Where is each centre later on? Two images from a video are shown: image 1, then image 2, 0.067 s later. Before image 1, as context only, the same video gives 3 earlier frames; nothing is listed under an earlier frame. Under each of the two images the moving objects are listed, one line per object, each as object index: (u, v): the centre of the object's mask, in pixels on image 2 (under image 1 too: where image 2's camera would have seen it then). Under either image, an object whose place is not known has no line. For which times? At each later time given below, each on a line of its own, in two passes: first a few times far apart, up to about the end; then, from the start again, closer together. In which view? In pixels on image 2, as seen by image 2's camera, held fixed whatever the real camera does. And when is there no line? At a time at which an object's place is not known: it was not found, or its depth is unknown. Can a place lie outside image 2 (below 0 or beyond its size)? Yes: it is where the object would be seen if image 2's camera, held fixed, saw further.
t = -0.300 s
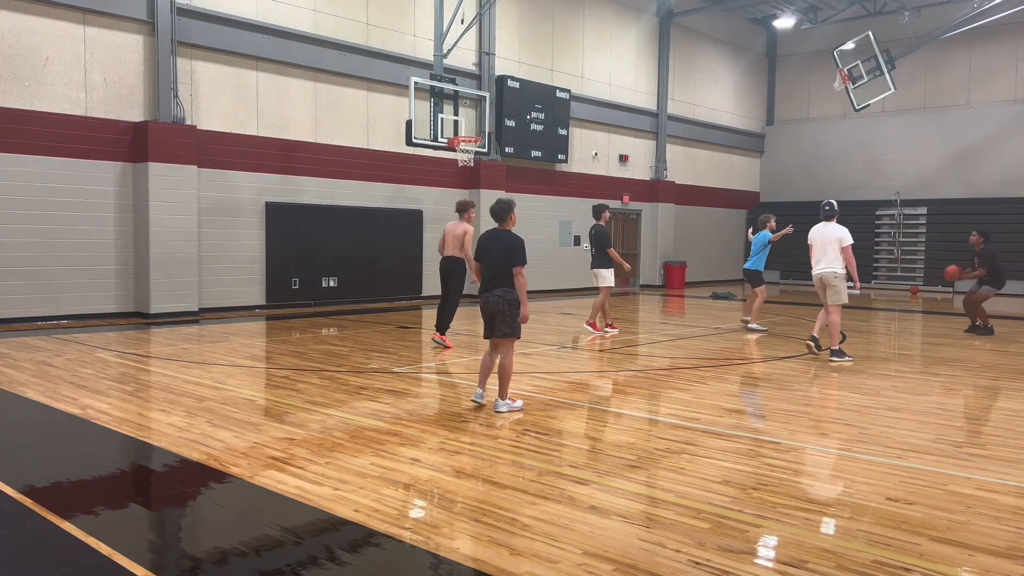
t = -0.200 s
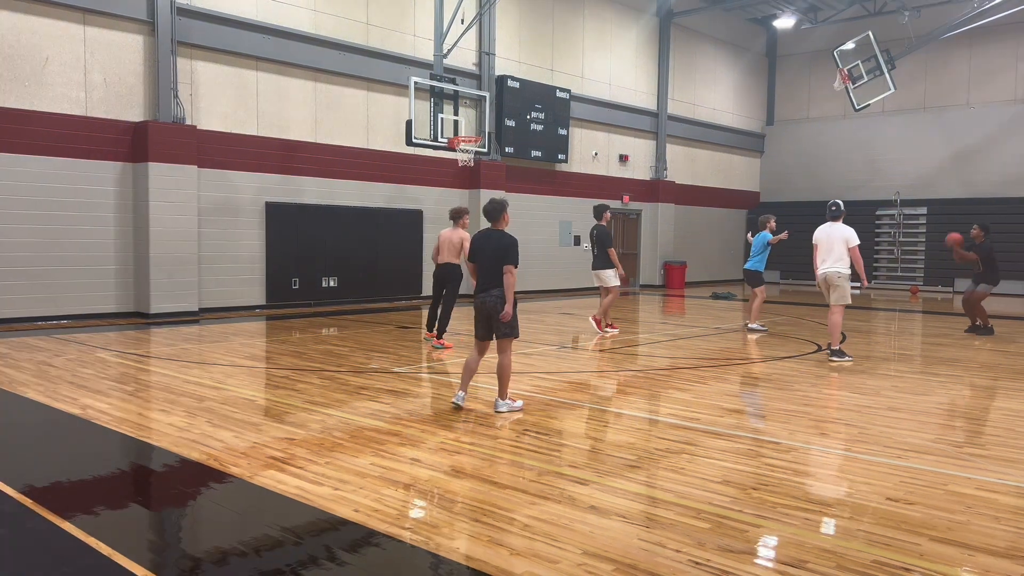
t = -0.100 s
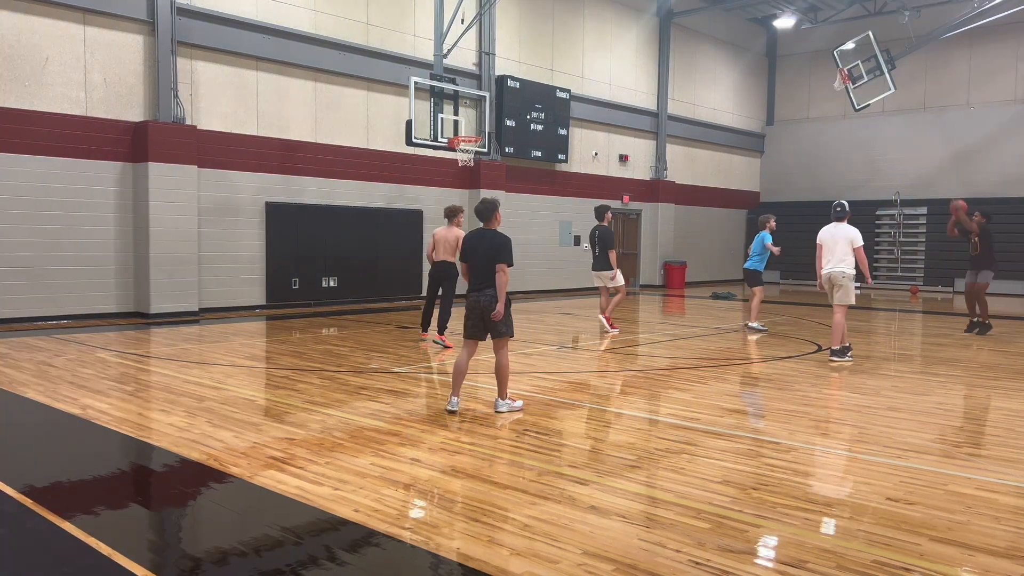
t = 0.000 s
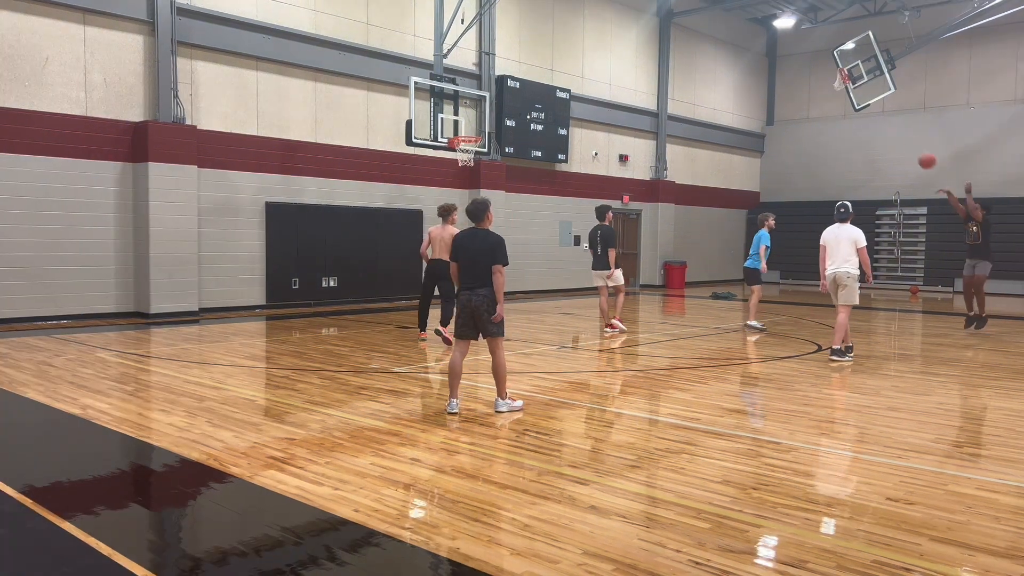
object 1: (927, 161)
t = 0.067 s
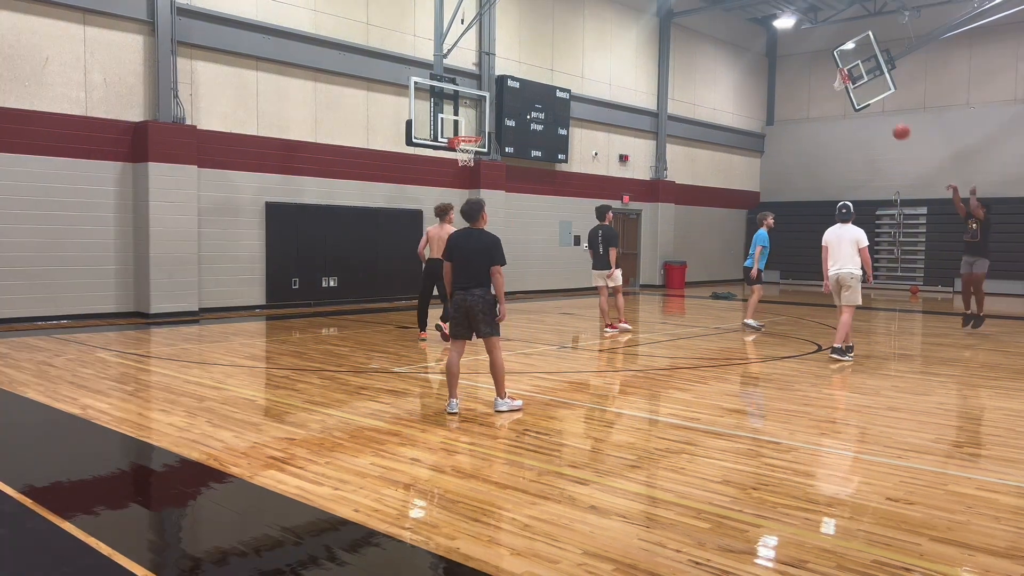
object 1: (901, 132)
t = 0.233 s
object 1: (837, 72)
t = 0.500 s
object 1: (741, 18)
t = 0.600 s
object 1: (705, 10)
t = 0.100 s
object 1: (888, 118)
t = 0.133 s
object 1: (876, 106)
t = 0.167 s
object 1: (863, 94)
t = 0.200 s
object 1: (851, 82)
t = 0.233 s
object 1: (837, 72)
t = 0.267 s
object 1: (826, 63)
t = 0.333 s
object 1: (802, 46)
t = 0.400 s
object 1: (777, 34)
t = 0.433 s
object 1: (765, 27)
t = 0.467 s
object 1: (753, 23)
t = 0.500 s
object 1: (741, 18)
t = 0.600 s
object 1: (705, 10)
